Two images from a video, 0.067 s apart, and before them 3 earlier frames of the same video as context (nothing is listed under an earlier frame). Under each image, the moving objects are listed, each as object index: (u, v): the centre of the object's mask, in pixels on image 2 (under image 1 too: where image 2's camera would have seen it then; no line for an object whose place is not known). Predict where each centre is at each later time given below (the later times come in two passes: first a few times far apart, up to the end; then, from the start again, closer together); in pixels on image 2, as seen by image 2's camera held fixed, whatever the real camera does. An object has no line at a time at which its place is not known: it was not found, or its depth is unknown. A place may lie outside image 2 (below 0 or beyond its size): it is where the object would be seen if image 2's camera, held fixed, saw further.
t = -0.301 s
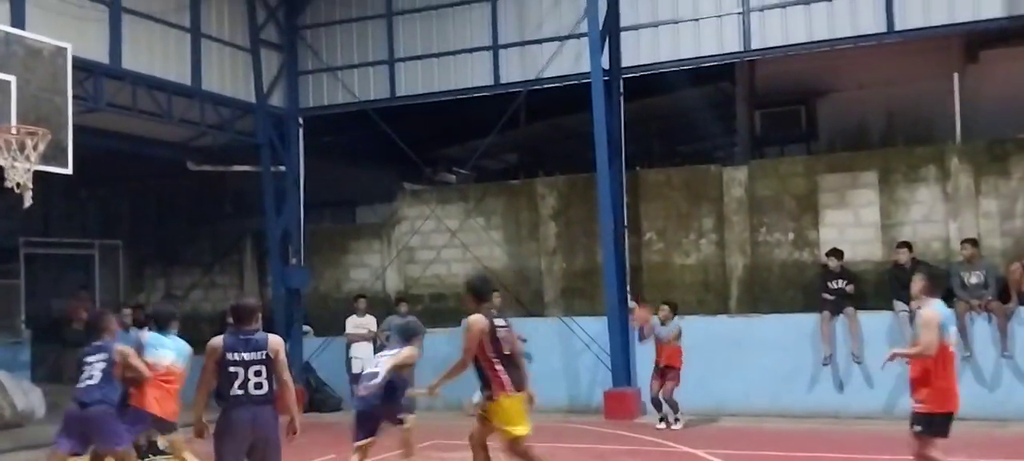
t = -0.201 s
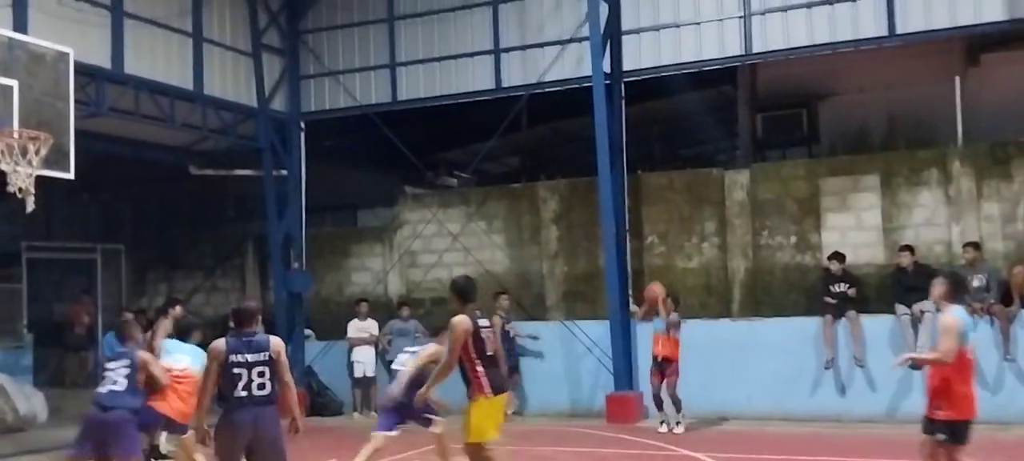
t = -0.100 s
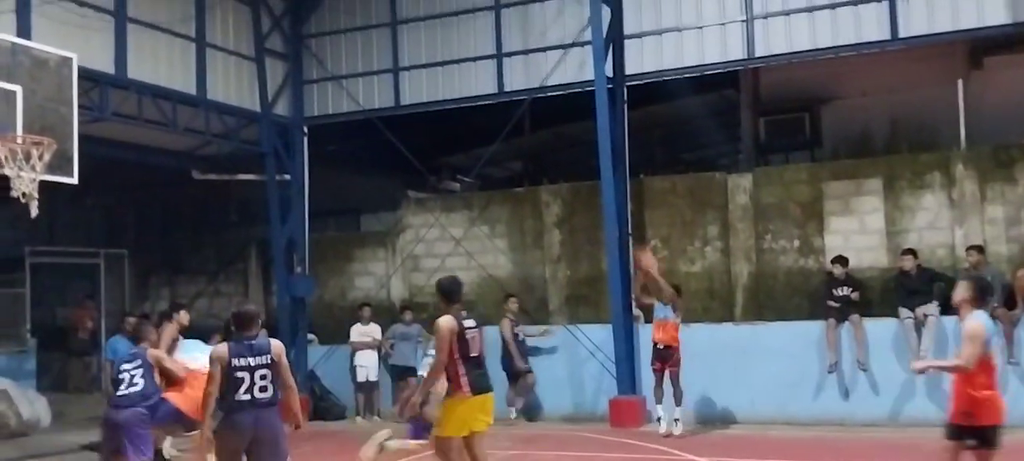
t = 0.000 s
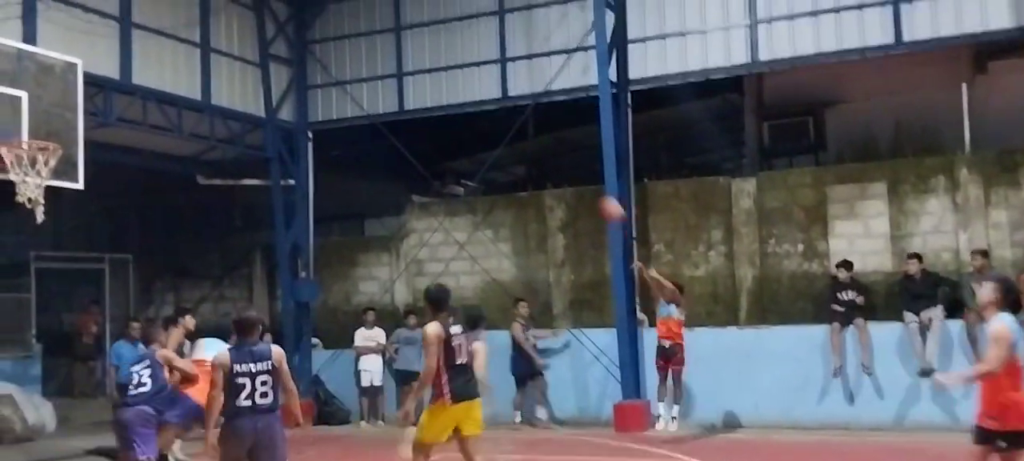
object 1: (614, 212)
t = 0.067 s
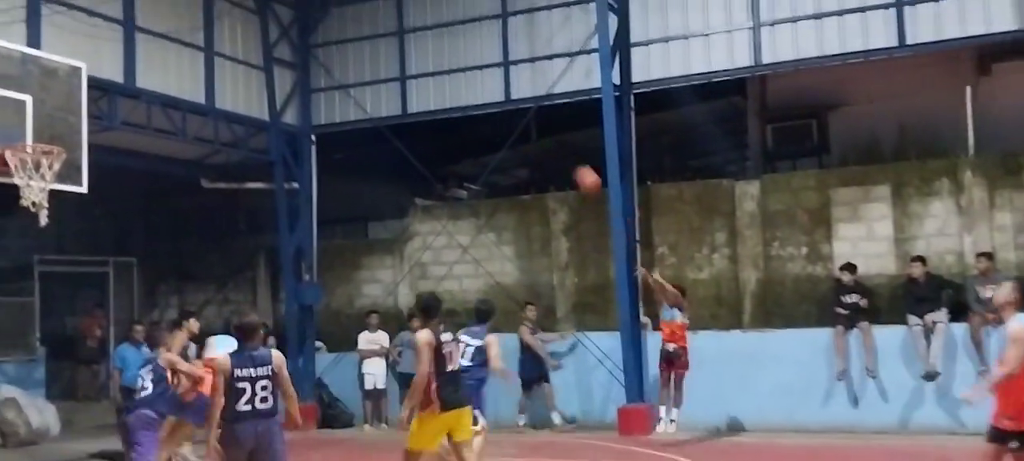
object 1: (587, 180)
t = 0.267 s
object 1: (501, 98)
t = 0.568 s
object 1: (360, 31)
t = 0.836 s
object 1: (219, 43)
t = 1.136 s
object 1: (42, 146)
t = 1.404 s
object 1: (9, 172)
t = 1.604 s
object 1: (38, 213)
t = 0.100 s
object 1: (573, 164)
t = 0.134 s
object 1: (559, 149)
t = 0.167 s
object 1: (545, 135)
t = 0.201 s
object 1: (530, 122)
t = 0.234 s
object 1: (516, 110)
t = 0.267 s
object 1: (501, 98)
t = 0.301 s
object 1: (484, 87)
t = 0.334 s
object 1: (470, 77)
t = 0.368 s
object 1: (456, 67)
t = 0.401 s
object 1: (440, 58)
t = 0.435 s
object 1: (425, 52)
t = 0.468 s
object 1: (408, 45)
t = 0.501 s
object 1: (392, 40)
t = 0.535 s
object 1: (377, 34)
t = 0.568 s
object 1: (360, 31)
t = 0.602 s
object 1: (343, 29)
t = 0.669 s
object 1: (310, 29)
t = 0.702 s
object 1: (292, 29)
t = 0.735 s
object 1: (275, 31)
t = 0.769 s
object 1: (258, 34)
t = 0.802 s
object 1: (239, 37)
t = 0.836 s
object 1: (219, 43)
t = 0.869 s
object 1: (201, 50)
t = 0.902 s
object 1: (182, 58)
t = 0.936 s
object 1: (163, 67)
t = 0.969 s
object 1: (142, 80)
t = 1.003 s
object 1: (123, 91)
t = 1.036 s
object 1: (105, 104)
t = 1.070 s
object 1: (83, 117)
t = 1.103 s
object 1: (61, 133)
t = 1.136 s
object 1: (42, 146)
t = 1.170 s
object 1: (20, 168)
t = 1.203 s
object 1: (9, 172)
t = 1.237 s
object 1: (7, 170)
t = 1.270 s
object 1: (3, 171)
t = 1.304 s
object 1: (7, 167)
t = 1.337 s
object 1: (6, 168)
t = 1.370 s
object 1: (7, 169)
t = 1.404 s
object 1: (9, 172)
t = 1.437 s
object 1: (8, 173)
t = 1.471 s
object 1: (15, 178)
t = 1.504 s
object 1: (6, 184)
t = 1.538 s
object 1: (20, 200)
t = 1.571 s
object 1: (23, 189)
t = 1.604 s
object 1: (38, 213)
